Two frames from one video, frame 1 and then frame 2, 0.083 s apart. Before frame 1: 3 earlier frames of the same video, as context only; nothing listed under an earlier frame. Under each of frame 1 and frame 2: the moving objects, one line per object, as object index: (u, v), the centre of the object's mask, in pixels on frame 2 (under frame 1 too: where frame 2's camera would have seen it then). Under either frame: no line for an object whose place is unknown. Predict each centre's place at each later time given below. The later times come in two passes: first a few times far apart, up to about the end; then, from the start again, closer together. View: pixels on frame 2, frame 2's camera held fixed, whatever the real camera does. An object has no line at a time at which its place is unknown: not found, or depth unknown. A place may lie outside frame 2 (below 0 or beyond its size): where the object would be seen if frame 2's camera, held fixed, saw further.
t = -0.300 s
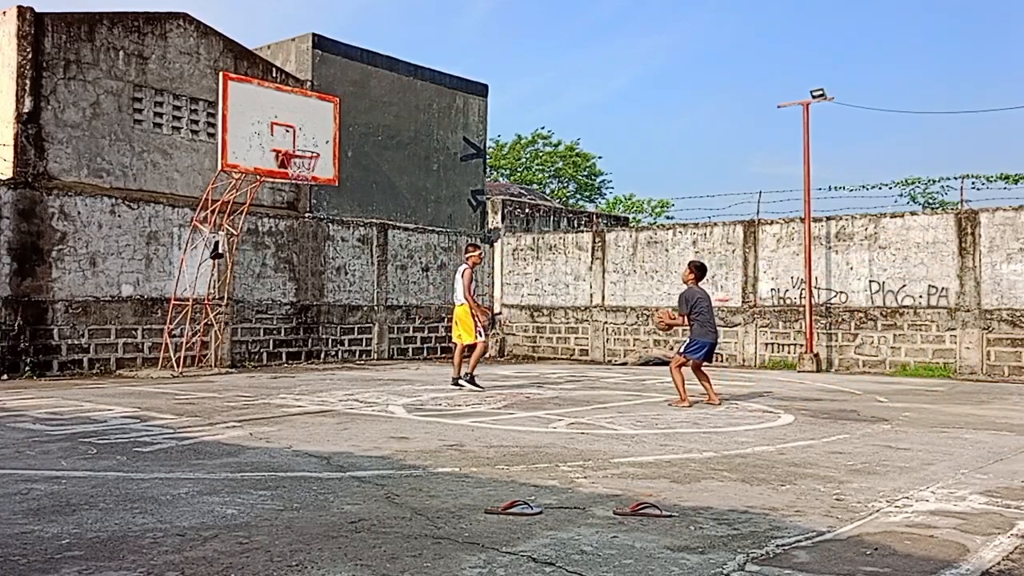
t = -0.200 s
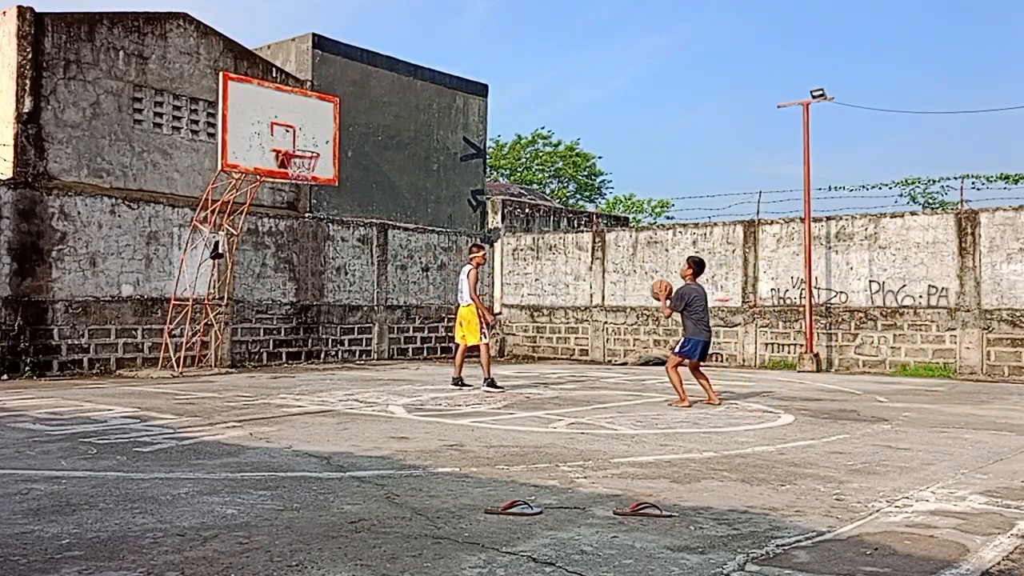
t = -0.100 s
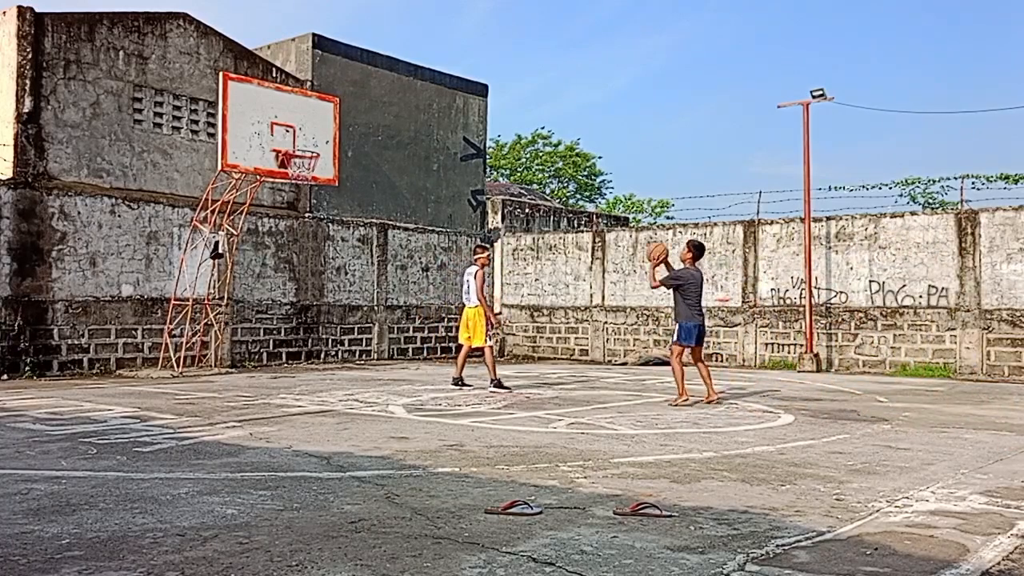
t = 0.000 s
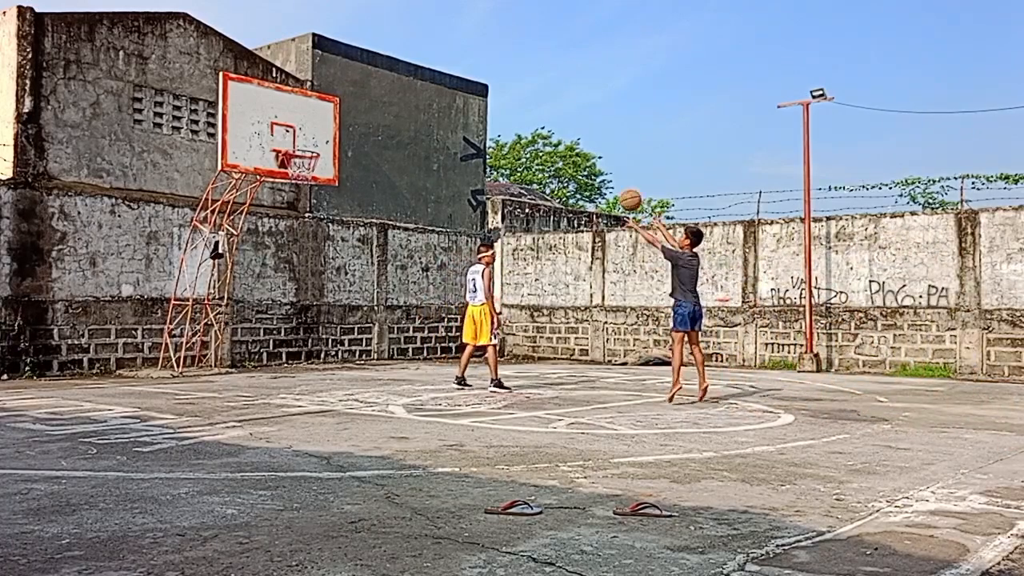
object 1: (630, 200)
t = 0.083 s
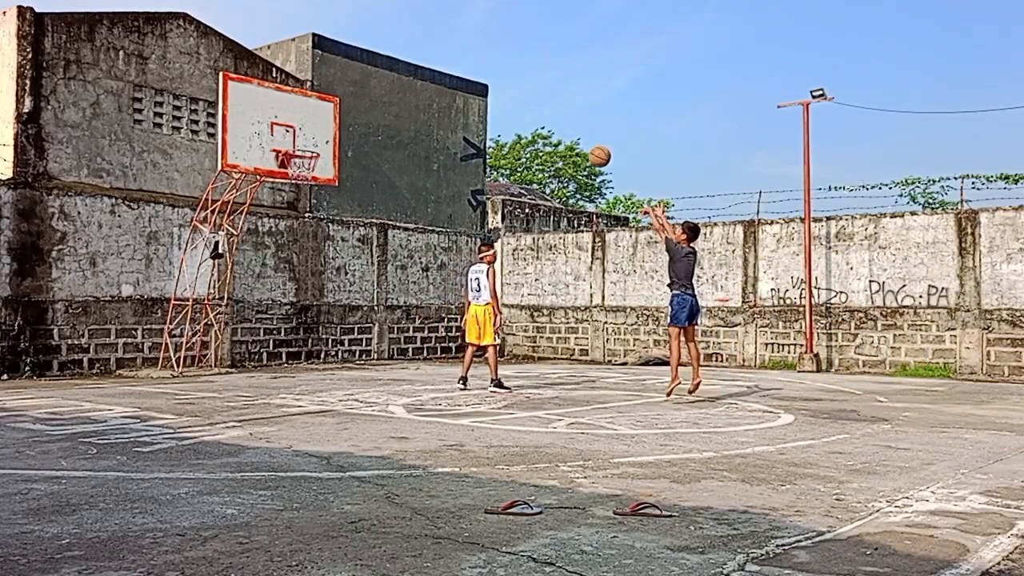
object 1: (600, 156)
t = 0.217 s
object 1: (553, 102)
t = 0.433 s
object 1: (481, 50)
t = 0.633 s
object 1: (420, 40)
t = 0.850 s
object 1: (357, 64)
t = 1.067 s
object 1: (301, 122)
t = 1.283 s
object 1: (294, 128)
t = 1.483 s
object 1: (309, 127)
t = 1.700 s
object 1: (331, 151)
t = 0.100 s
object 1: (594, 148)
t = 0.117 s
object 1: (588, 141)
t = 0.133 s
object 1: (582, 134)
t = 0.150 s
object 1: (576, 127)
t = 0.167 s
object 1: (570, 120)
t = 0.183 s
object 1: (564, 114)
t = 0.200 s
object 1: (559, 107)
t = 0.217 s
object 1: (553, 102)
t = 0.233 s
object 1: (547, 96)
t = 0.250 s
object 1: (541, 91)
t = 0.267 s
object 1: (536, 86)
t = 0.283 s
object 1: (530, 81)
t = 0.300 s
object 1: (524, 77)
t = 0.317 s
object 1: (519, 73)
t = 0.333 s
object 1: (513, 69)
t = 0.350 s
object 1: (507, 65)
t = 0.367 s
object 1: (502, 62)
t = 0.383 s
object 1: (497, 58)
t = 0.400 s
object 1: (492, 56)
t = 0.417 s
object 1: (486, 53)
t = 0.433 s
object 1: (481, 50)
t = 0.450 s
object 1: (476, 48)
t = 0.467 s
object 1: (470, 46)
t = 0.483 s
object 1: (465, 45)
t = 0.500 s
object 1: (460, 43)
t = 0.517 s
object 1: (455, 42)
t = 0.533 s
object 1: (450, 41)
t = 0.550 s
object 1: (445, 41)
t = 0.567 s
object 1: (440, 40)
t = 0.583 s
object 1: (435, 39)
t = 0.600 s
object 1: (430, 39)
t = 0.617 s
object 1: (425, 40)
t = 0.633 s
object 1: (420, 40)
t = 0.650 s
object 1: (415, 40)
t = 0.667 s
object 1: (410, 41)
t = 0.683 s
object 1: (405, 42)
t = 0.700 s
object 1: (400, 43)
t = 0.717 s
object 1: (395, 45)
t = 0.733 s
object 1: (391, 46)
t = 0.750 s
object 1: (386, 48)
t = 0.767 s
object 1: (381, 50)
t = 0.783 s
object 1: (376, 53)
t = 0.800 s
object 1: (372, 55)
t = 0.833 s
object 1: (362, 61)
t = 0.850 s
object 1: (357, 64)
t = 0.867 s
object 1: (353, 67)
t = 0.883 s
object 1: (348, 70)
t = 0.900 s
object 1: (343, 74)
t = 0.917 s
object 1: (339, 78)
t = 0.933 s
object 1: (335, 82)
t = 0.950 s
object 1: (330, 86)
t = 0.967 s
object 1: (326, 91)
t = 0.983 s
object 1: (322, 96)
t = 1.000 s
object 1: (318, 101)
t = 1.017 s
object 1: (313, 106)
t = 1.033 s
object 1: (309, 111)
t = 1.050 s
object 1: (305, 116)
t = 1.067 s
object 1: (301, 122)
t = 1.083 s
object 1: (297, 128)
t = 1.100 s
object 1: (293, 135)
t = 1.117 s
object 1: (288, 140)
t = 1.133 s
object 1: (287, 142)
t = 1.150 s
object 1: (287, 140)
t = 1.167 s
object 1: (288, 137)
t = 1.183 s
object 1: (289, 136)
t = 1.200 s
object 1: (289, 134)
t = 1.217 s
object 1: (290, 133)
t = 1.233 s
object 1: (291, 131)
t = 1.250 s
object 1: (292, 130)
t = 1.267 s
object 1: (293, 129)
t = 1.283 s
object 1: (294, 128)
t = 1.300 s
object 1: (294, 128)
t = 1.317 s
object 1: (295, 127)
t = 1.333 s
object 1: (296, 127)
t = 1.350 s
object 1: (297, 127)
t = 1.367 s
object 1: (298, 127)
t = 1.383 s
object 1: (298, 128)
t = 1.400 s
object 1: (300, 127)
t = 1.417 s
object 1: (303, 127)
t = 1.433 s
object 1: (304, 126)
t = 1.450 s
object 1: (305, 127)
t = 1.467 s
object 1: (307, 127)
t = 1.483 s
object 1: (309, 127)
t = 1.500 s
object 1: (310, 128)
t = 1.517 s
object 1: (313, 128)
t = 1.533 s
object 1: (314, 130)
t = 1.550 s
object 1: (316, 131)
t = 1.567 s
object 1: (317, 133)
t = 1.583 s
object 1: (319, 134)
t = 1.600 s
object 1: (321, 136)
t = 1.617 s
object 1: (322, 138)
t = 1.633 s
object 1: (324, 140)
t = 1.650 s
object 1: (326, 143)
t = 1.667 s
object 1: (327, 146)
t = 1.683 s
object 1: (329, 148)
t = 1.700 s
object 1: (331, 151)
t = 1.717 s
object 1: (332, 155)
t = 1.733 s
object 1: (334, 158)
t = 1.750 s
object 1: (336, 162)
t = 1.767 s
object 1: (337, 165)
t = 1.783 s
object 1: (339, 170)
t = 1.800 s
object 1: (341, 174)
